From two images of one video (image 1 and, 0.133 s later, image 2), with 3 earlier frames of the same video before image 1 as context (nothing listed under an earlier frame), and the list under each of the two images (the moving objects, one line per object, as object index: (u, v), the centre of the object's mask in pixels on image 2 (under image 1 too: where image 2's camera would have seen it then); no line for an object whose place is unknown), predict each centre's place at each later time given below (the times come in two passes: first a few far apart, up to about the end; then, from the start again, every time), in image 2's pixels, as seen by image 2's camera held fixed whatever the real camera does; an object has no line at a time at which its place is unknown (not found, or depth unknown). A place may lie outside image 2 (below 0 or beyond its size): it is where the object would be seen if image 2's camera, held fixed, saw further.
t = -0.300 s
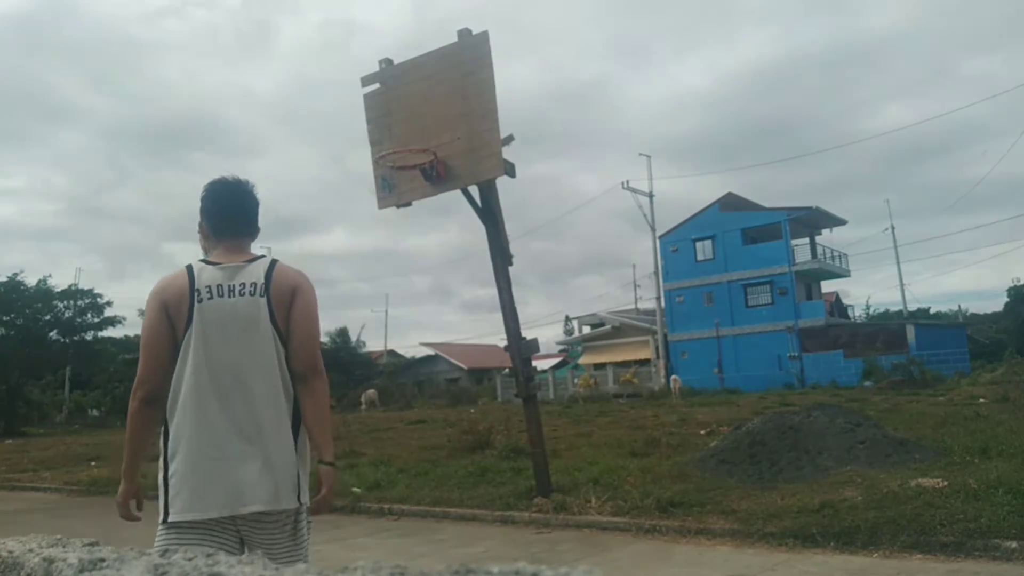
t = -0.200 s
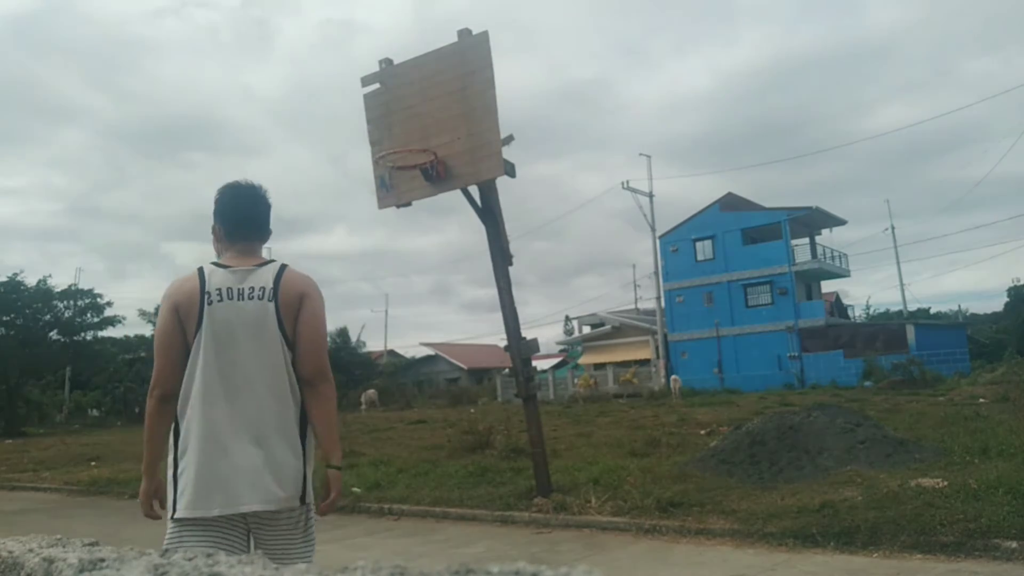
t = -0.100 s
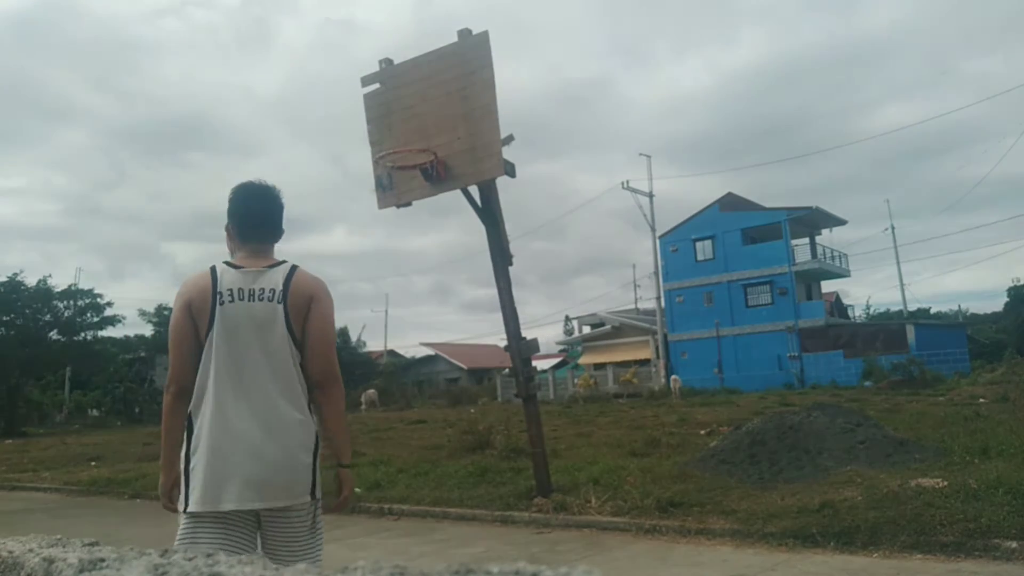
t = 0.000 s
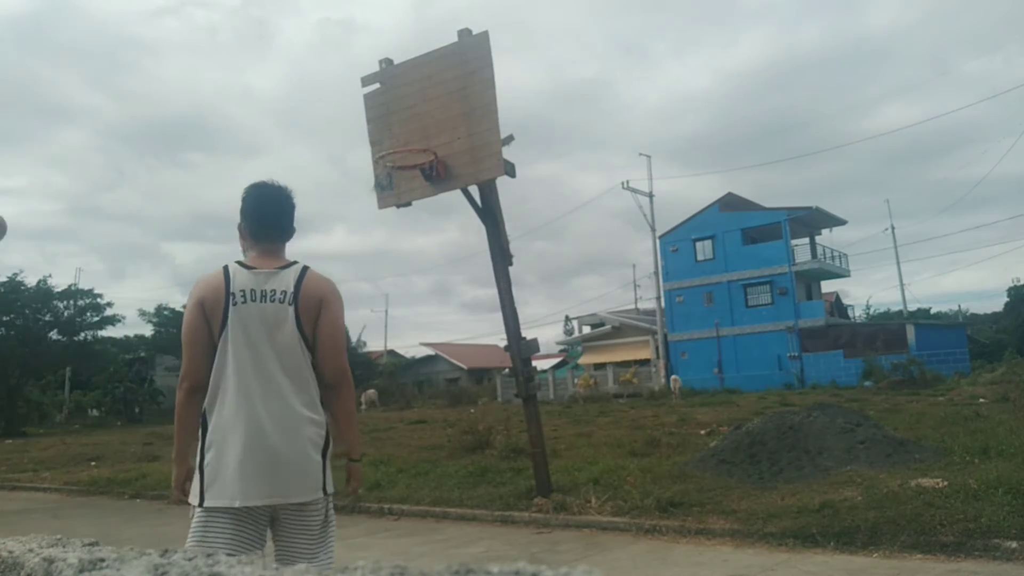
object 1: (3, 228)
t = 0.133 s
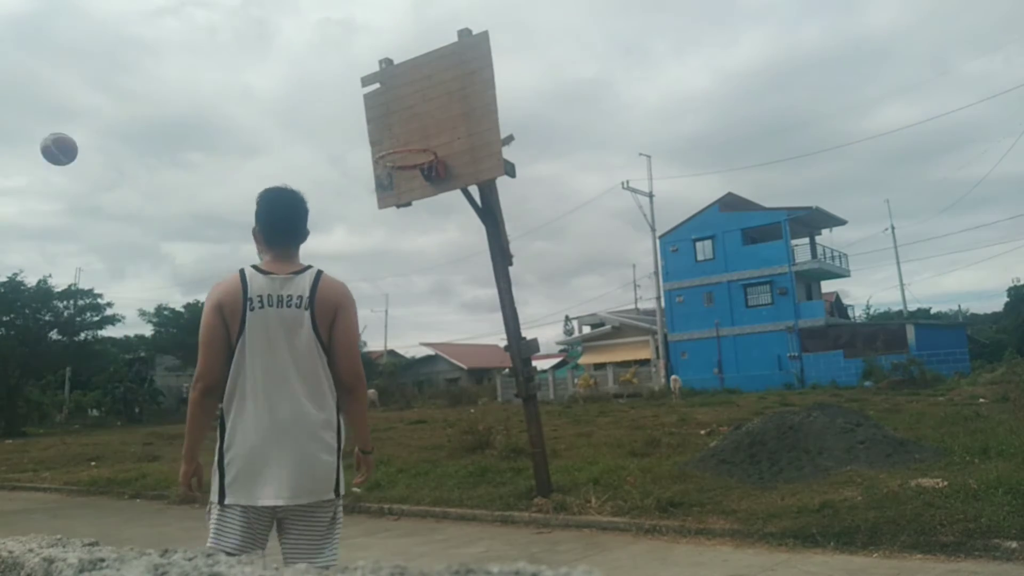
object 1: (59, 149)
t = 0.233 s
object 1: (111, 108)
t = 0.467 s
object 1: (224, 68)
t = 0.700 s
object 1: (329, 94)
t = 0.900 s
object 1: (416, 167)
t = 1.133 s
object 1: (478, 294)
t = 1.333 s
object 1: (536, 463)
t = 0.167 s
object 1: (77, 134)
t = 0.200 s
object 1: (94, 120)
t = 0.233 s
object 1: (111, 108)
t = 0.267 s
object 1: (128, 98)
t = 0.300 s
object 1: (144, 89)
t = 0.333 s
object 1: (160, 82)
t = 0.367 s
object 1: (177, 77)
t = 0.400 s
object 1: (193, 72)
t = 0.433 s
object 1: (208, 70)
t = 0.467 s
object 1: (224, 68)
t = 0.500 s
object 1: (239, 68)
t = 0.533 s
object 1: (255, 69)
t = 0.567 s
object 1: (270, 71)
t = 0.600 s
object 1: (285, 75)
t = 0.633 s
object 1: (300, 80)
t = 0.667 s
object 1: (315, 86)
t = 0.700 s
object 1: (329, 94)
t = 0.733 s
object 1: (344, 103)
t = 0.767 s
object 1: (358, 114)
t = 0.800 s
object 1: (372, 125)
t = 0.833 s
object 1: (387, 137)
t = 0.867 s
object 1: (402, 153)
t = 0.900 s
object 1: (416, 167)
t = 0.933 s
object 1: (426, 181)
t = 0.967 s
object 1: (434, 197)
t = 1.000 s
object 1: (443, 213)
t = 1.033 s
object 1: (452, 231)
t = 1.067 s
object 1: (460, 250)
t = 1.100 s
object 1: (469, 271)
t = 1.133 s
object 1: (478, 294)
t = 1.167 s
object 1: (488, 318)
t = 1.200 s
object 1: (497, 343)
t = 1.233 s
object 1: (508, 371)
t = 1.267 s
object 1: (516, 398)
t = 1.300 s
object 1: (527, 430)
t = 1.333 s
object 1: (536, 463)
